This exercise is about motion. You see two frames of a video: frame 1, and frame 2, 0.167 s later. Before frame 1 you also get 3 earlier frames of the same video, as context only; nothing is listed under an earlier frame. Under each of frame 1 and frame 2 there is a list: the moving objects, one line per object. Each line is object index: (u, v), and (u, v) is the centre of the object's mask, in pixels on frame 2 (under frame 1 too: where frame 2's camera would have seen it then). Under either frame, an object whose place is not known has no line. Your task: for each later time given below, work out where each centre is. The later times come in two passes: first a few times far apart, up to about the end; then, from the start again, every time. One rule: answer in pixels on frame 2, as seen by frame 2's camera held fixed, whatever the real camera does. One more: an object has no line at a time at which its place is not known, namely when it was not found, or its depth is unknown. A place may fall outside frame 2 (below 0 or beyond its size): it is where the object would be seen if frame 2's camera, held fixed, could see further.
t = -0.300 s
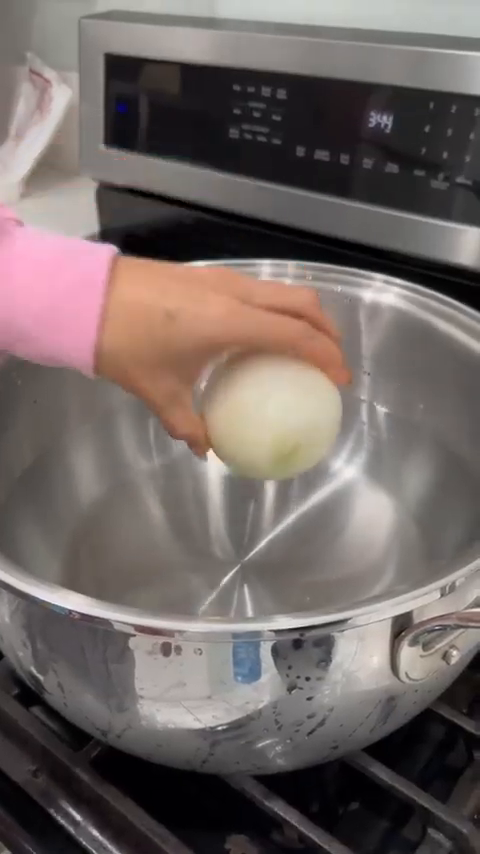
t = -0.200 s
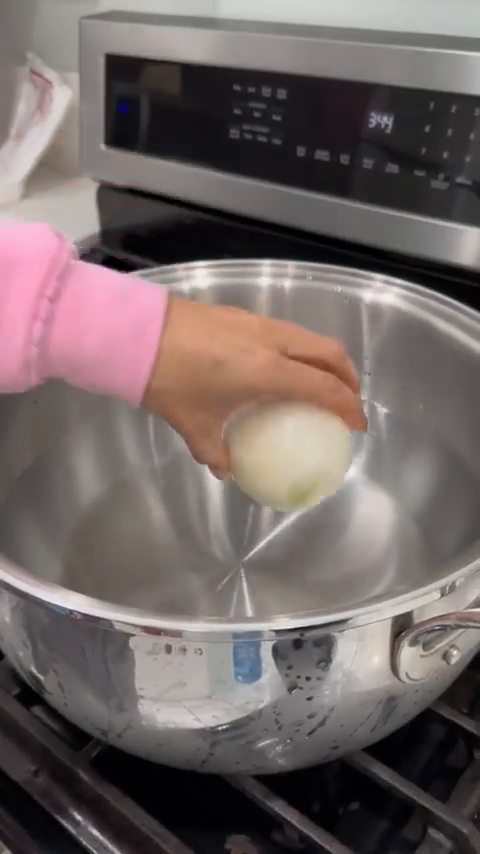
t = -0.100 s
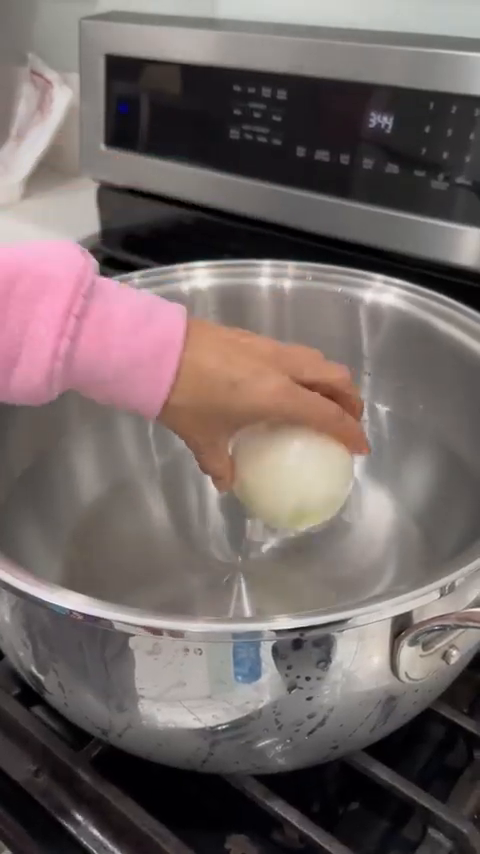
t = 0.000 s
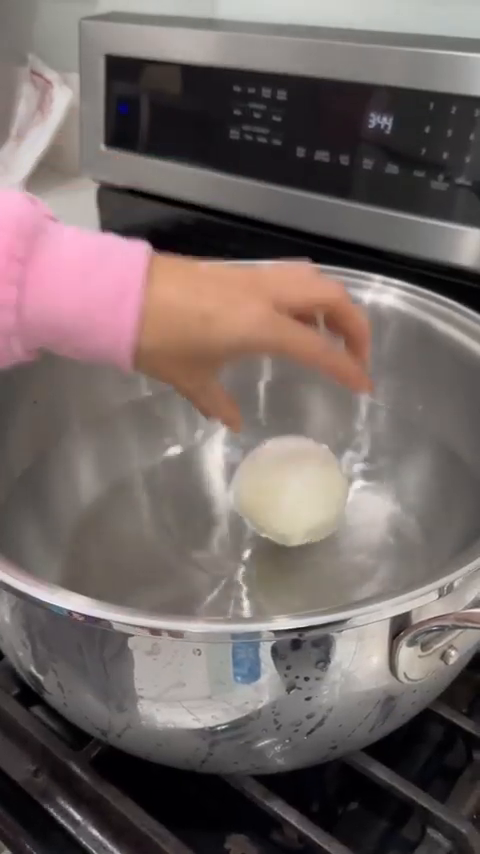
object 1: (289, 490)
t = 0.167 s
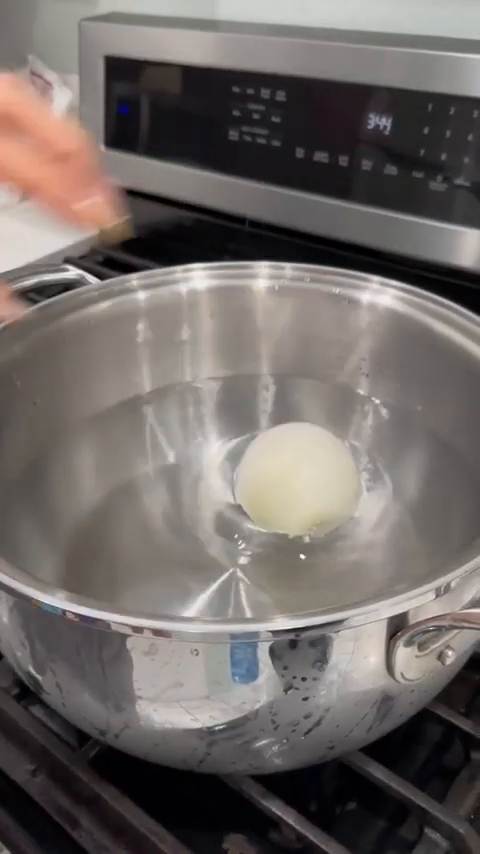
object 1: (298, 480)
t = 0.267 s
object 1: (303, 483)
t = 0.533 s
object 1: (324, 479)
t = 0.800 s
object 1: (346, 490)
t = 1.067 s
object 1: (359, 484)
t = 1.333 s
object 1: (368, 484)
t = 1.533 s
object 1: (355, 481)
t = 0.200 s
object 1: (300, 477)
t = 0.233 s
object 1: (302, 478)
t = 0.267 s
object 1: (303, 483)
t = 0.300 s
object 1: (304, 490)
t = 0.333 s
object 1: (305, 496)
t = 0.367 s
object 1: (307, 500)
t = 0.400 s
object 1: (312, 495)
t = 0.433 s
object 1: (315, 492)
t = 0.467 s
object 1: (320, 490)
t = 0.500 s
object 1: (321, 480)
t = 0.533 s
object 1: (324, 479)
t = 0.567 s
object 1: (327, 479)
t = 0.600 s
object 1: (333, 483)
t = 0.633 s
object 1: (336, 486)
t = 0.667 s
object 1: (339, 485)
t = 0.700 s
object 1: (339, 487)
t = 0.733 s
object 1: (341, 491)
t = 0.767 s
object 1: (345, 493)
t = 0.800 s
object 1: (346, 490)
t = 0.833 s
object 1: (347, 487)
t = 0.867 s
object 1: (350, 485)
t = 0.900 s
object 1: (351, 483)
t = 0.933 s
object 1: (352, 481)
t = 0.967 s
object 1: (354, 480)
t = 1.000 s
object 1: (355, 480)
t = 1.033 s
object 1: (357, 482)
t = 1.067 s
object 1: (359, 484)
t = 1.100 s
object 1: (361, 486)
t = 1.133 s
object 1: (362, 482)
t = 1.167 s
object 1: (364, 482)
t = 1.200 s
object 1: (365, 483)
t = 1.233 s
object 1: (366, 484)
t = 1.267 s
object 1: (370, 485)
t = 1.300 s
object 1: (371, 484)
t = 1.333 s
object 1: (368, 484)
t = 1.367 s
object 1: (365, 483)
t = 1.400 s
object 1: (364, 482)
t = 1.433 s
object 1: (364, 482)
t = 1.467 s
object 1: (362, 480)
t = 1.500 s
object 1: (358, 480)
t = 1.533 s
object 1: (355, 481)
